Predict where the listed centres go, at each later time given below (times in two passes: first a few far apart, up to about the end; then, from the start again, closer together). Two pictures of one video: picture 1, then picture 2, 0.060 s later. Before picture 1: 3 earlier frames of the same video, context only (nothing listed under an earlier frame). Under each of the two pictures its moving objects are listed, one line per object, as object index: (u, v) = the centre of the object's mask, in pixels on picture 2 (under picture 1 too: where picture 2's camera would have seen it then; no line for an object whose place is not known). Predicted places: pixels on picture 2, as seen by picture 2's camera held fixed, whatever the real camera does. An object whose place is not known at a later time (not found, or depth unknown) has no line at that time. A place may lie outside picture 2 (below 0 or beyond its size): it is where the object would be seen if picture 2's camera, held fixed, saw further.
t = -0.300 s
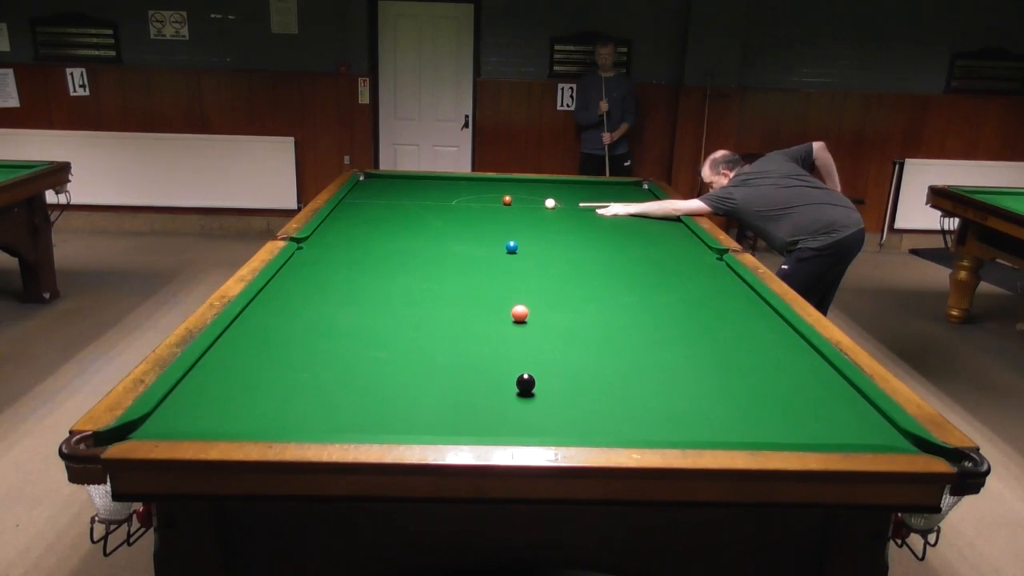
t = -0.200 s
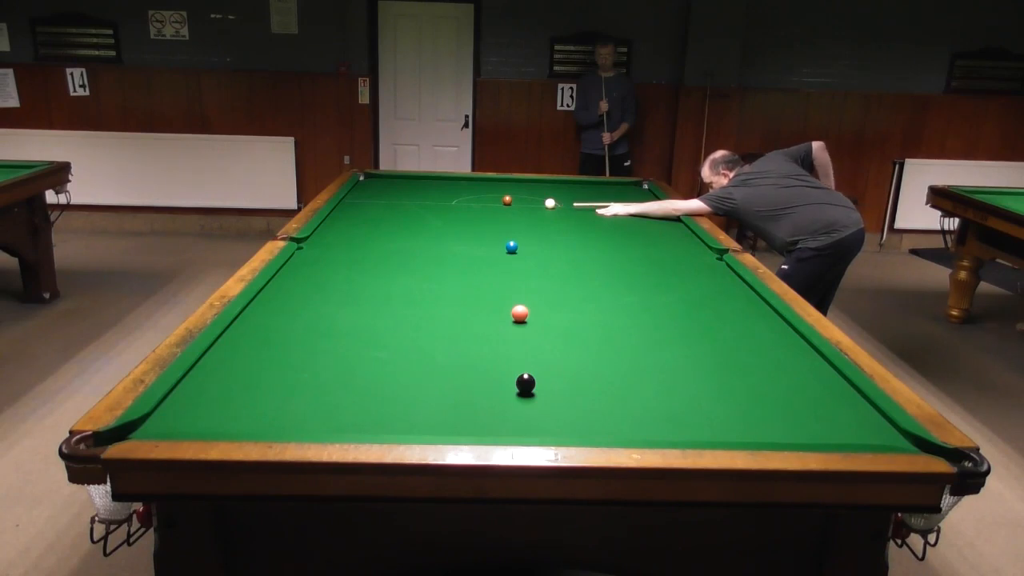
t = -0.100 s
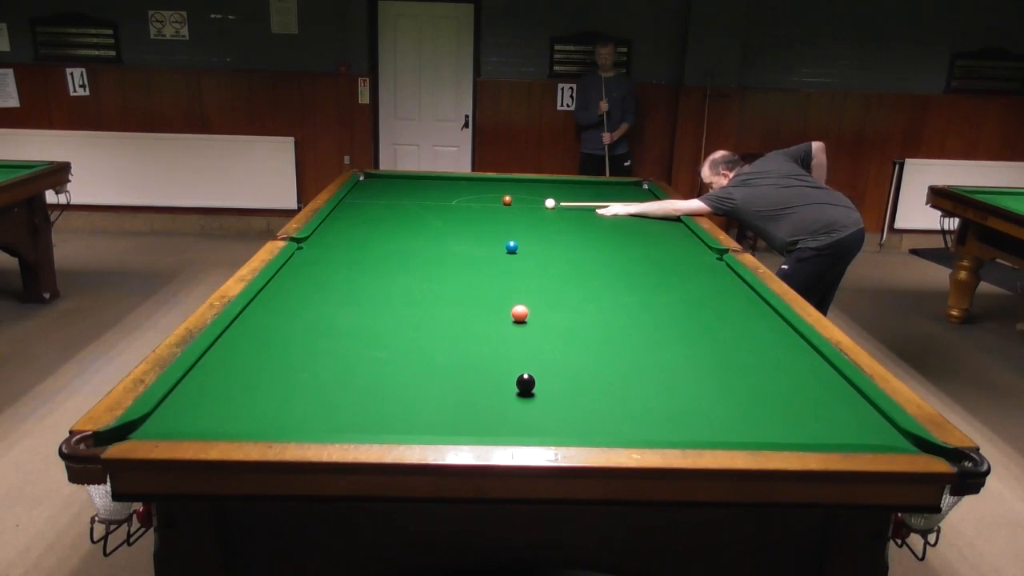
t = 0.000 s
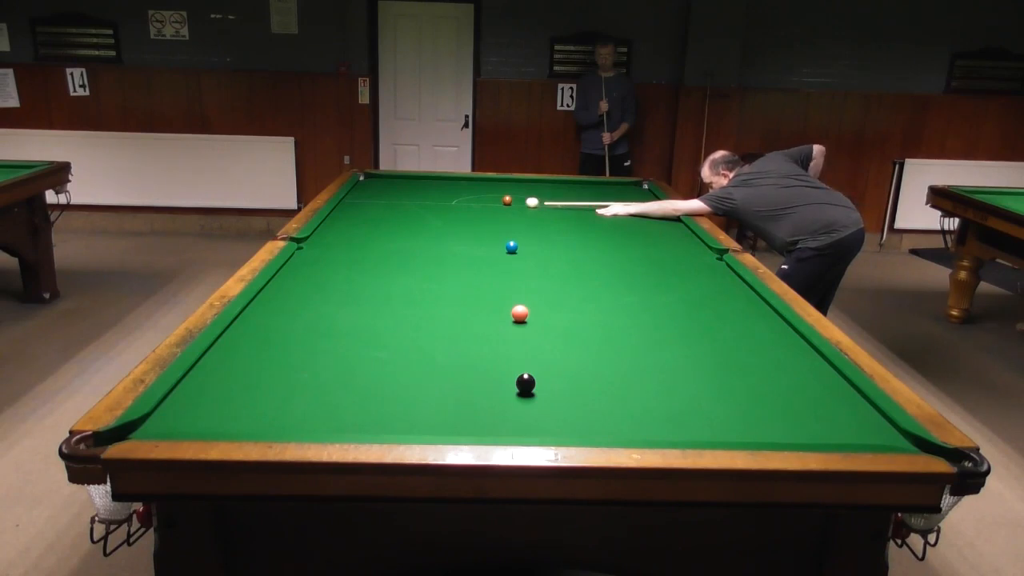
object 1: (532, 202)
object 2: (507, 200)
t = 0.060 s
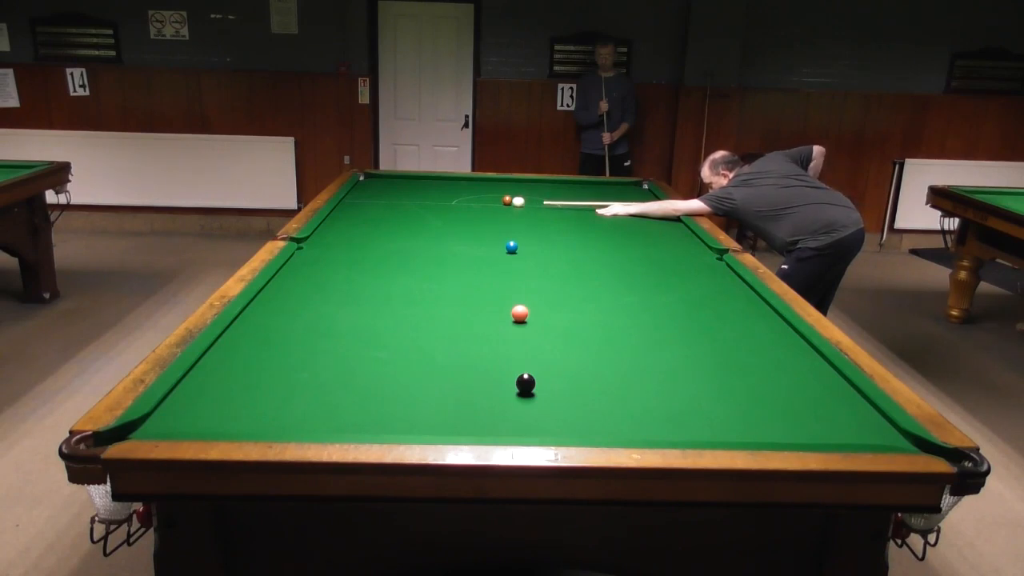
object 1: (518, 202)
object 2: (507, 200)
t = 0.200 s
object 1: (504, 203)
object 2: (493, 197)
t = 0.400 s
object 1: (485, 205)
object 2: (478, 195)
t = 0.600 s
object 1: (466, 206)
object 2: (462, 192)
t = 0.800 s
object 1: (447, 208)
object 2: (449, 190)
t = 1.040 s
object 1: (424, 211)
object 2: (433, 186)
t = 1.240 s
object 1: (405, 213)
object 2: (421, 184)
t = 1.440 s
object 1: (387, 215)
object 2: (409, 182)
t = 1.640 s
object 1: (369, 217)
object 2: (399, 180)
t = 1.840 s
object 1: (351, 218)
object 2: (388, 179)
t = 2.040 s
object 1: (333, 220)
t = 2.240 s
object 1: (331, 222)
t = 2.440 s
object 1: (337, 224)
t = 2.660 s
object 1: (344, 226)
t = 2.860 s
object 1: (350, 228)
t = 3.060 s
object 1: (355, 229)
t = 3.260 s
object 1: (359, 231)
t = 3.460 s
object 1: (364, 232)
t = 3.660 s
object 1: (368, 233)
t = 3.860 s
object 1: (371, 234)
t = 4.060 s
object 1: (374, 235)
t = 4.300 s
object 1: (377, 236)
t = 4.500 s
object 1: (379, 236)
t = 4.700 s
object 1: (380, 236)
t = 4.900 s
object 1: (381, 237)
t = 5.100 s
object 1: (382, 237)
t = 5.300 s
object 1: (382, 237)
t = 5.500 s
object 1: (382, 237)
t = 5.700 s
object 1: (382, 237)
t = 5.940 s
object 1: (382, 237)
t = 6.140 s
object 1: (382, 237)
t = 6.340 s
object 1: (382, 237)
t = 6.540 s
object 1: (382, 237)
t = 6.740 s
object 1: (382, 237)
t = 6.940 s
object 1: (382, 237)
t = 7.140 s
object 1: (382, 237)
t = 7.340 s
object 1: (382, 237)
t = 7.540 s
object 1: (382, 237)
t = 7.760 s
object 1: (382, 237)
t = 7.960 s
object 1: (382, 237)
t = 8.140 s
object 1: (382, 237)
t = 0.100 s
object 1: (513, 202)
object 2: (503, 199)
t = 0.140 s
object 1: (509, 202)
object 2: (499, 198)
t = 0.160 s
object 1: (507, 202)
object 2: (497, 198)
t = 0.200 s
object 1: (504, 203)
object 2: (493, 197)
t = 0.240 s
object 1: (500, 203)
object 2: (490, 197)
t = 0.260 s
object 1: (498, 203)
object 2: (488, 197)
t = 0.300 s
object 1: (494, 204)
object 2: (485, 196)
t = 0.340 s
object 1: (490, 204)
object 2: (482, 195)
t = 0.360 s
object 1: (488, 204)
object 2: (480, 195)
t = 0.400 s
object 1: (485, 205)
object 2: (478, 195)
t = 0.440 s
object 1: (481, 205)
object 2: (475, 194)
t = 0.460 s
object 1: (479, 205)
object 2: (473, 194)
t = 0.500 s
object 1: (475, 205)
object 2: (470, 193)
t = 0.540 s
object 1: (471, 206)
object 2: (467, 193)
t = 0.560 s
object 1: (469, 206)
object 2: (466, 193)
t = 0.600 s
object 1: (466, 206)
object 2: (462, 192)
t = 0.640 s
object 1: (462, 207)
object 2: (460, 191)
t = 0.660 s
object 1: (460, 207)
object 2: (459, 191)
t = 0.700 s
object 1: (456, 207)
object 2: (456, 190)
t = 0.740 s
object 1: (452, 208)
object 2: (453, 190)
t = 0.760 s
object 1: (451, 208)
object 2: (451, 190)
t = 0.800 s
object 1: (447, 208)
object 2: (449, 190)
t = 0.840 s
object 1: (443, 209)
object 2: (446, 189)
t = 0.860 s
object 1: (441, 209)
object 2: (444, 189)
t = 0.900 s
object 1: (437, 209)
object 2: (442, 188)
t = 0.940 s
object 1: (434, 210)
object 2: (439, 188)
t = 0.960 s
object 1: (432, 210)
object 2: (438, 187)
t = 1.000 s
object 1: (428, 210)
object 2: (435, 187)
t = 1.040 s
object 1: (424, 211)
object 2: (433, 186)
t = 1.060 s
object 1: (422, 211)
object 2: (432, 186)
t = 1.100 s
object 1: (419, 211)
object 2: (429, 186)
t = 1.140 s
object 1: (415, 212)
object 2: (427, 185)
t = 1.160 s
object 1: (413, 212)
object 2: (425, 185)
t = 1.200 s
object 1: (410, 212)
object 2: (423, 185)
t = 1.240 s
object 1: (405, 213)
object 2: (421, 184)
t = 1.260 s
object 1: (404, 213)
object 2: (419, 184)
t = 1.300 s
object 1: (400, 213)
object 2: (417, 184)
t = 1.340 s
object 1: (396, 214)
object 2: (415, 183)
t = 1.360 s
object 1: (395, 214)
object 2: (414, 183)
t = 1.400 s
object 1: (391, 214)
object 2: (411, 183)
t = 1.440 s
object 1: (387, 215)
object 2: (409, 182)
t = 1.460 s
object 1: (385, 215)
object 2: (408, 182)
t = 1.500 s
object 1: (382, 215)
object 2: (406, 182)
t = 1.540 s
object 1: (378, 215)
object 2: (404, 181)
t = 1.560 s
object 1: (376, 216)
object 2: (403, 181)
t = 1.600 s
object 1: (372, 216)
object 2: (401, 180)
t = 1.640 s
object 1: (369, 217)
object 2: (399, 180)
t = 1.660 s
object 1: (367, 217)
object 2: (397, 180)
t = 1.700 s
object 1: (363, 217)
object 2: (395, 180)
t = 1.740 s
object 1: (360, 218)
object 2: (394, 179)
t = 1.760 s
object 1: (358, 218)
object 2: (392, 179)
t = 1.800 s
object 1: (354, 218)
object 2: (390, 179)
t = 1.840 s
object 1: (351, 218)
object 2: (388, 179)
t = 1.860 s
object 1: (349, 219)
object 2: (387, 178)
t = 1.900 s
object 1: (345, 219)
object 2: (385, 178)
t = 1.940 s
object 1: (342, 219)
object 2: (383, 178)
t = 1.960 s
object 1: (340, 220)
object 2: (382, 177)
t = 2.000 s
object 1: (337, 220)
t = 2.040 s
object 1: (333, 220)
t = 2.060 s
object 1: (332, 221)
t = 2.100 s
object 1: (328, 221)
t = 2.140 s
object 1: (328, 221)
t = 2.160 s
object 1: (328, 222)
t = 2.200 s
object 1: (330, 222)
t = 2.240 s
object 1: (331, 222)
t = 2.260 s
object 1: (332, 223)
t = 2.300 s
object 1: (333, 223)
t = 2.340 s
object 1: (334, 223)
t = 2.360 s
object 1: (335, 223)
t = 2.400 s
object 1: (336, 224)
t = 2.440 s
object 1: (337, 224)
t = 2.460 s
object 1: (338, 224)
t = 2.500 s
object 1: (339, 225)
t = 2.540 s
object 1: (340, 225)
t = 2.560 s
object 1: (341, 225)
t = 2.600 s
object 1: (342, 226)
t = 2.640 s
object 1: (343, 226)
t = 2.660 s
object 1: (344, 226)
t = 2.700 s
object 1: (345, 227)
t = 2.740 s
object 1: (346, 227)
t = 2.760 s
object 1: (347, 227)
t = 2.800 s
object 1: (348, 227)
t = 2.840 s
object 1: (349, 228)
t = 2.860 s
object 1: (350, 228)
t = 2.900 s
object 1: (351, 228)
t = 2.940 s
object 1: (351, 228)
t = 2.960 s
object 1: (352, 229)
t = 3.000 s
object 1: (353, 229)
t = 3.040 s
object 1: (354, 229)
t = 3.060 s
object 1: (355, 229)
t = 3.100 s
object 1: (355, 230)
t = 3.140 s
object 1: (357, 230)
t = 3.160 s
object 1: (357, 230)
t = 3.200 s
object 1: (358, 230)
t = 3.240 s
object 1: (359, 230)
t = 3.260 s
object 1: (359, 231)
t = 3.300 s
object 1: (360, 231)
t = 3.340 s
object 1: (361, 231)
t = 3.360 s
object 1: (362, 231)
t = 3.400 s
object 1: (363, 232)
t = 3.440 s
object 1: (364, 232)
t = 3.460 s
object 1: (364, 232)
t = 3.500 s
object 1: (365, 232)
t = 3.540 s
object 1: (366, 232)
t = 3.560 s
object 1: (366, 233)
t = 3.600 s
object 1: (367, 233)
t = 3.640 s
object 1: (367, 233)
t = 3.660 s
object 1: (368, 233)
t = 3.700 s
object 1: (369, 233)
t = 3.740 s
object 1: (369, 233)
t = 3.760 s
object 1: (370, 233)
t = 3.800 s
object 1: (370, 234)
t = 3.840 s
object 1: (371, 234)
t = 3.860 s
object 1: (371, 234)
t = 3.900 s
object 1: (372, 234)
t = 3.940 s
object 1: (372, 234)
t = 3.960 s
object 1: (373, 234)
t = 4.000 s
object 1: (373, 235)
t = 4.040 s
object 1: (374, 235)
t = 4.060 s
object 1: (374, 235)
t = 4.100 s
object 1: (374, 235)
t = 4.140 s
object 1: (375, 235)
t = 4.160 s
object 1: (375, 235)
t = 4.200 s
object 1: (376, 235)
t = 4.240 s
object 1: (376, 235)
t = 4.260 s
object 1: (377, 235)
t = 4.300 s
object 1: (377, 236)
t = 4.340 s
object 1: (377, 236)
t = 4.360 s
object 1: (378, 236)
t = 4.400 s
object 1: (378, 236)
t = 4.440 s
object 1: (378, 236)
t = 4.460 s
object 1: (379, 236)
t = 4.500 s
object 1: (379, 236)
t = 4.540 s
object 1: (379, 236)
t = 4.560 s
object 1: (379, 236)
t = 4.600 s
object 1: (380, 236)
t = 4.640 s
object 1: (380, 236)
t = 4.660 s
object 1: (380, 236)
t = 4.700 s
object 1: (380, 236)
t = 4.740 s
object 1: (381, 237)
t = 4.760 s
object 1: (381, 237)
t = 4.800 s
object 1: (381, 237)
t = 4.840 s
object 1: (381, 237)
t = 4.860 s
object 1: (381, 237)
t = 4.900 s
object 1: (381, 237)
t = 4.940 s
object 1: (381, 237)
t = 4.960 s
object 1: (381, 237)
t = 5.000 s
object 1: (382, 237)
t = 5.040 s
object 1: (382, 237)
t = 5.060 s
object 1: (382, 237)
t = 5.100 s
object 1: (382, 237)
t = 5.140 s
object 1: (382, 237)
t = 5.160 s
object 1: (382, 237)
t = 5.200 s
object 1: (382, 237)
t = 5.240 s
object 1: (382, 237)
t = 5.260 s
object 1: (382, 237)
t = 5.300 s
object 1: (382, 237)
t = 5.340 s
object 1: (382, 237)
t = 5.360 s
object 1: (382, 237)
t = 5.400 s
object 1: (382, 237)
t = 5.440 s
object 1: (382, 237)
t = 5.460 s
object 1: (382, 237)
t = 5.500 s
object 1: (382, 237)
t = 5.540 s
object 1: (382, 237)
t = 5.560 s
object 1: (382, 237)
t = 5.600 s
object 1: (382, 237)
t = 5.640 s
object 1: (382, 237)
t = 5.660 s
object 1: (382, 237)
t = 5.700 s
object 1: (382, 237)
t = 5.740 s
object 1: (382, 237)
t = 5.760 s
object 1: (382, 237)
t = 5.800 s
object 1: (382, 237)
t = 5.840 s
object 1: (382, 237)
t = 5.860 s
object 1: (382, 237)
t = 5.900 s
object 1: (382, 237)
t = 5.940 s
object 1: (382, 237)
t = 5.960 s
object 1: (382, 237)
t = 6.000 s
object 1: (382, 237)
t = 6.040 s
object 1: (382, 237)
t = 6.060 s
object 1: (382, 237)
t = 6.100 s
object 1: (382, 237)
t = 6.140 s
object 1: (382, 237)
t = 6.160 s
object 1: (382, 237)
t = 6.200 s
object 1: (382, 237)
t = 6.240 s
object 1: (382, 237)
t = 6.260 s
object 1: (382, 237)
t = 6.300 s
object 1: (382, 237)
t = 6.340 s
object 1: (382, 237)
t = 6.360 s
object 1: (382, 237)
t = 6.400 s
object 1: (382, 237)
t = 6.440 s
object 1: (382, 237)
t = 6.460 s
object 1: (382, 237)
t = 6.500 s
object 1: (382, 237)
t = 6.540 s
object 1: (382, 237)
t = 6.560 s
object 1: (382, 237)
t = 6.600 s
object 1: (382, 237)
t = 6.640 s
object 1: (382, 237)
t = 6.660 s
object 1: (382, 237)
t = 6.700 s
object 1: (382, 237)
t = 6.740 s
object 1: (382, 237)
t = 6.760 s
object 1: (382, 237)
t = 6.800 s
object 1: (382, 237)
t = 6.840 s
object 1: (382, 237)
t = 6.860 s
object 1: (382, 237)
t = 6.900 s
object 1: (382, 237)
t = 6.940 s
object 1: (382, 237)
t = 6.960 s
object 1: (382, 237)
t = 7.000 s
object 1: (382, 237)
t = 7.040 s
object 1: (382, 237)
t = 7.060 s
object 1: (382, 237)
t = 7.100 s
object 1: (382, 237)
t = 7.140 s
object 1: (382, 237)
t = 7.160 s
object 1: (382, 237)
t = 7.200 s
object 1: (382, 237)
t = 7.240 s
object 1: (382, 237)
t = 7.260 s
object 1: (382, 237)
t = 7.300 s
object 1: (382, 237)
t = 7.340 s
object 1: (382, 237)
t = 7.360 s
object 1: (382, 237)
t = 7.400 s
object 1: (382, 237)
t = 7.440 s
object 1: (382, 237)
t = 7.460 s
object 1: (382, 237)
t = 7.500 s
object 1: (382, 237)
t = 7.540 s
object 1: (382, 237)
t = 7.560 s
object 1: (382, 237)
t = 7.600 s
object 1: (382, 237)
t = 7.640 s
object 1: (382, 237)
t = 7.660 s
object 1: (382, 237)
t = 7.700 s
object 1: (382, 237)
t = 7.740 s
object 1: (382, 237)
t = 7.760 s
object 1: (382, 237)
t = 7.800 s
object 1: (382, 237)
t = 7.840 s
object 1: (382, 237)
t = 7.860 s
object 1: (382, 237)
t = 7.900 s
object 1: (382, 237)
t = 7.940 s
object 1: (382, 237)
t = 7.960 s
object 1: (382, 237)
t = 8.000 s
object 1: (382, 237)
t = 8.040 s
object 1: (382, 237)
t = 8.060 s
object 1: (382, 237)
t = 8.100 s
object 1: (382, 237)
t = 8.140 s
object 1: (382, 237)
